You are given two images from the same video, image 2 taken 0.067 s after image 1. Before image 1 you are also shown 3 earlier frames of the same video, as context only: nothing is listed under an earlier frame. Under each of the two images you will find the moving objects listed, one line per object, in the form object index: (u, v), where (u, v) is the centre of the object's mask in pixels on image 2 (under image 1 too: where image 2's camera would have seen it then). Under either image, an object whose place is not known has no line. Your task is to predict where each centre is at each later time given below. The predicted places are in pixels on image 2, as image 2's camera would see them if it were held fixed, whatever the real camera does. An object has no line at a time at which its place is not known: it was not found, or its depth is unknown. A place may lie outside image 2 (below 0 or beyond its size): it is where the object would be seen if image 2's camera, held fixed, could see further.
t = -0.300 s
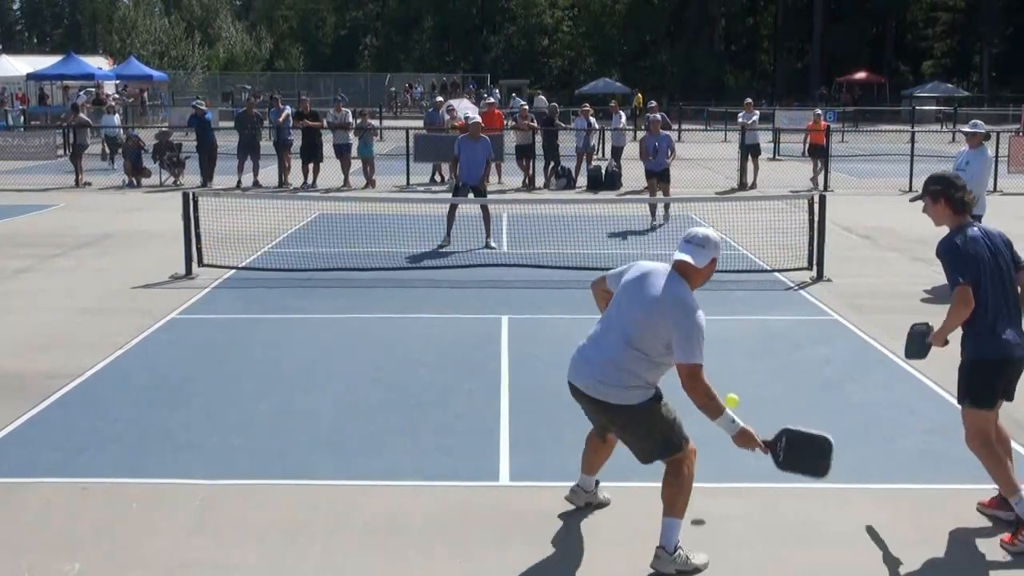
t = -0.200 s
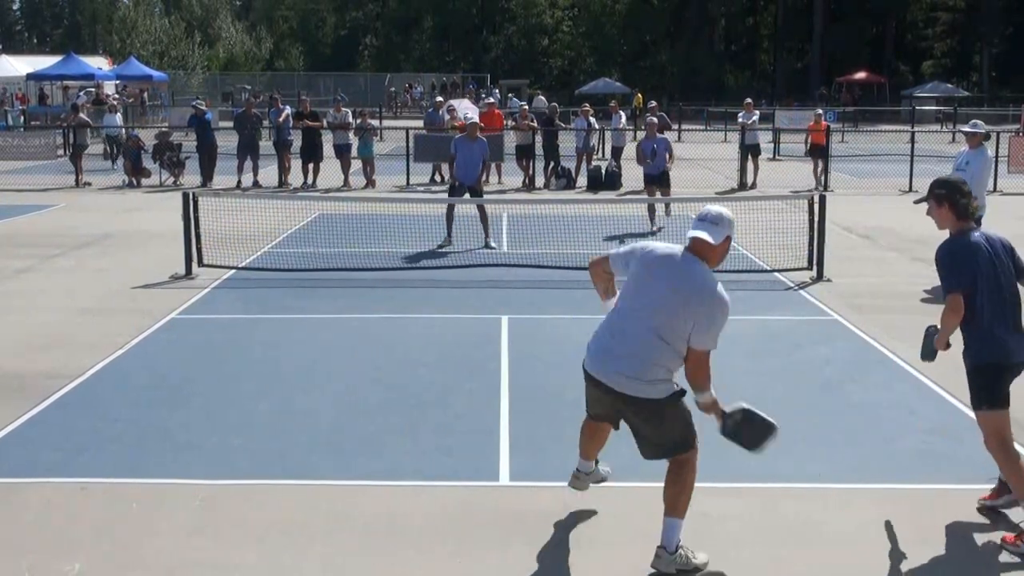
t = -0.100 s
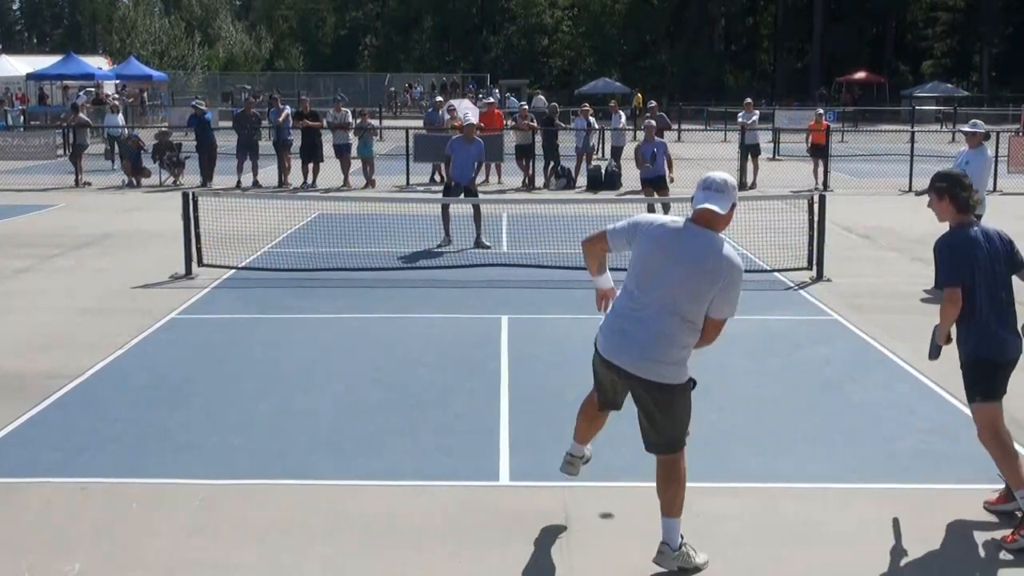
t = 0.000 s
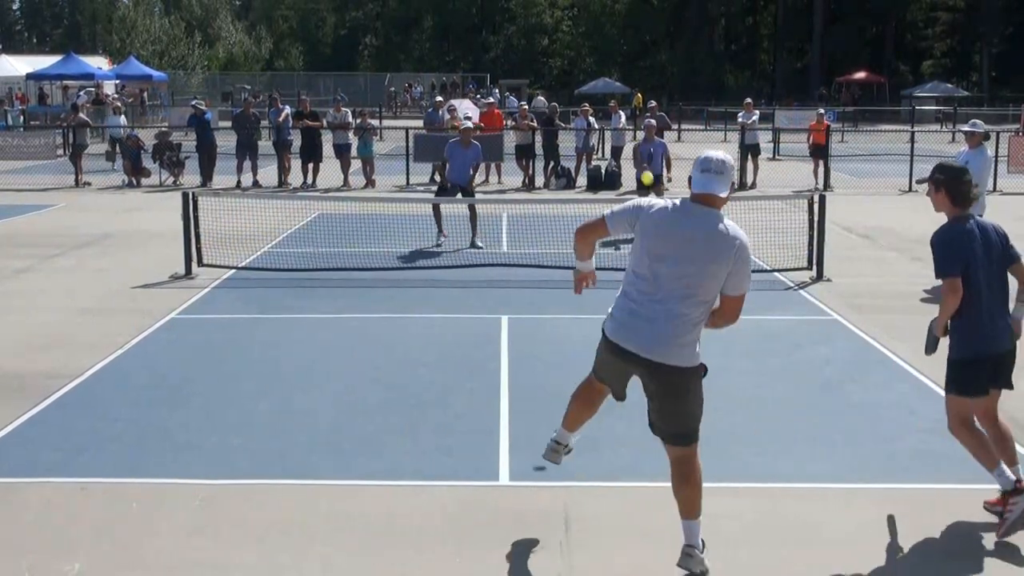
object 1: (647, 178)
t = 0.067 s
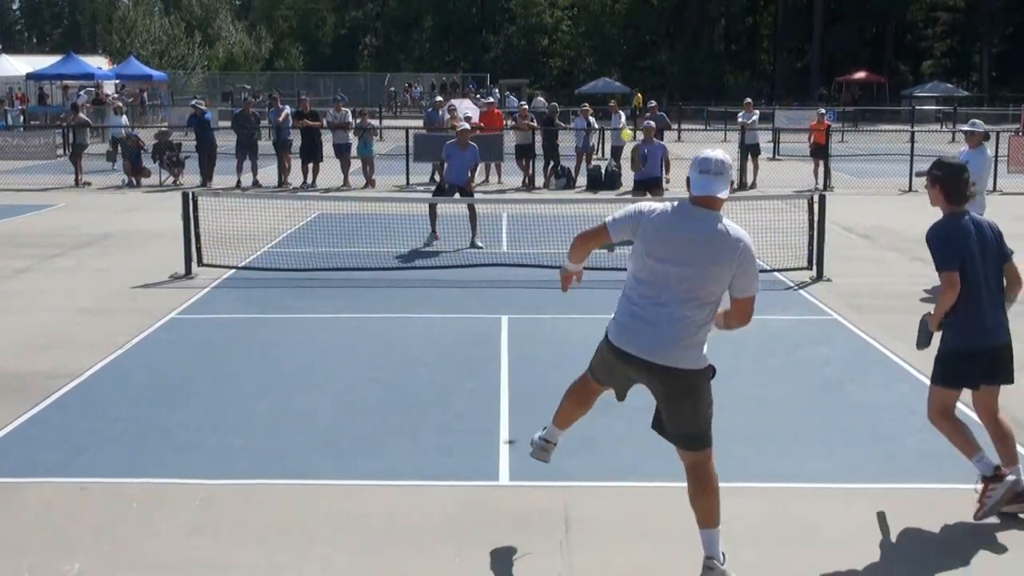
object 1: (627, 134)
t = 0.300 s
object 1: (584, 70)
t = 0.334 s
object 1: (581, 68)
